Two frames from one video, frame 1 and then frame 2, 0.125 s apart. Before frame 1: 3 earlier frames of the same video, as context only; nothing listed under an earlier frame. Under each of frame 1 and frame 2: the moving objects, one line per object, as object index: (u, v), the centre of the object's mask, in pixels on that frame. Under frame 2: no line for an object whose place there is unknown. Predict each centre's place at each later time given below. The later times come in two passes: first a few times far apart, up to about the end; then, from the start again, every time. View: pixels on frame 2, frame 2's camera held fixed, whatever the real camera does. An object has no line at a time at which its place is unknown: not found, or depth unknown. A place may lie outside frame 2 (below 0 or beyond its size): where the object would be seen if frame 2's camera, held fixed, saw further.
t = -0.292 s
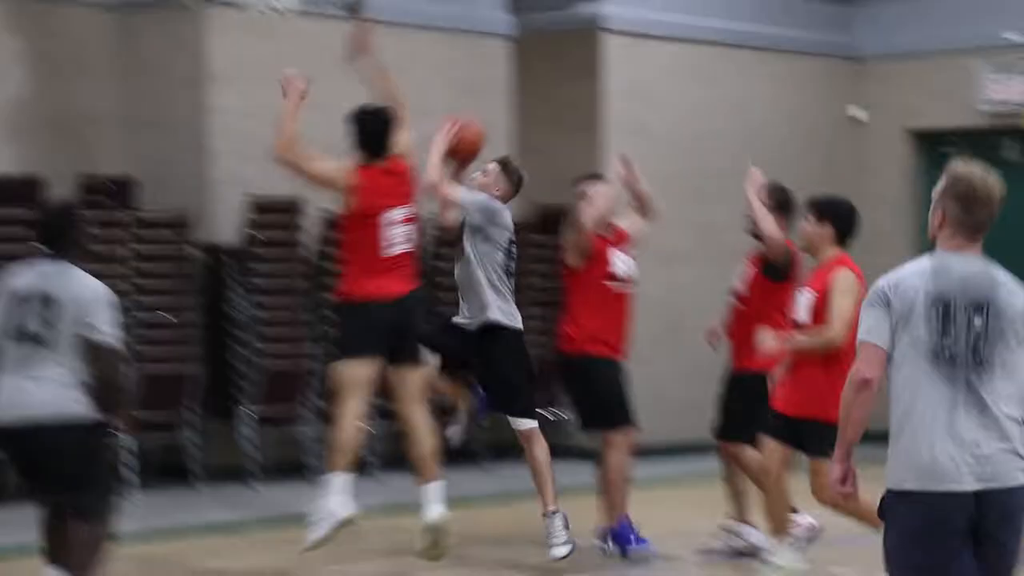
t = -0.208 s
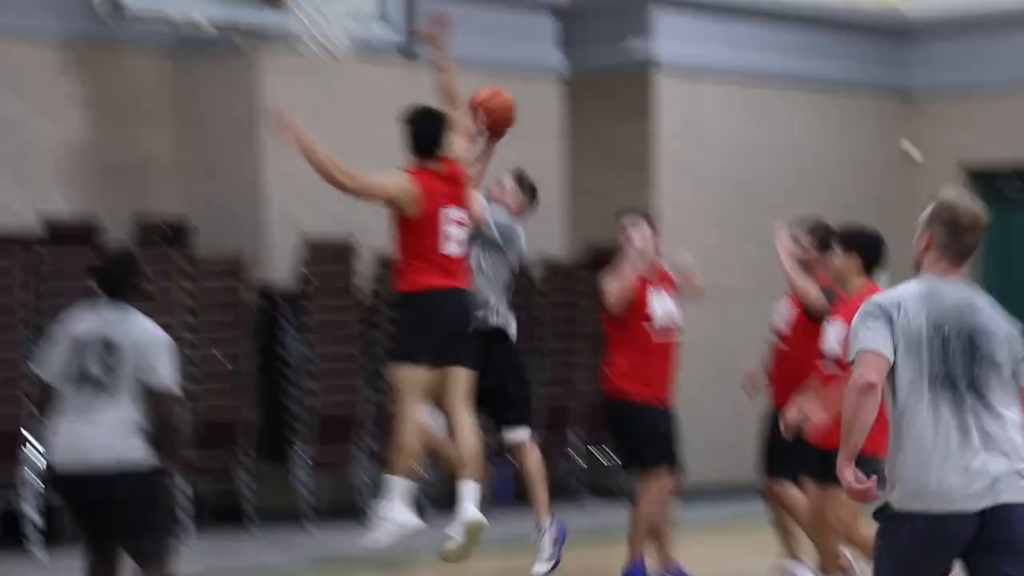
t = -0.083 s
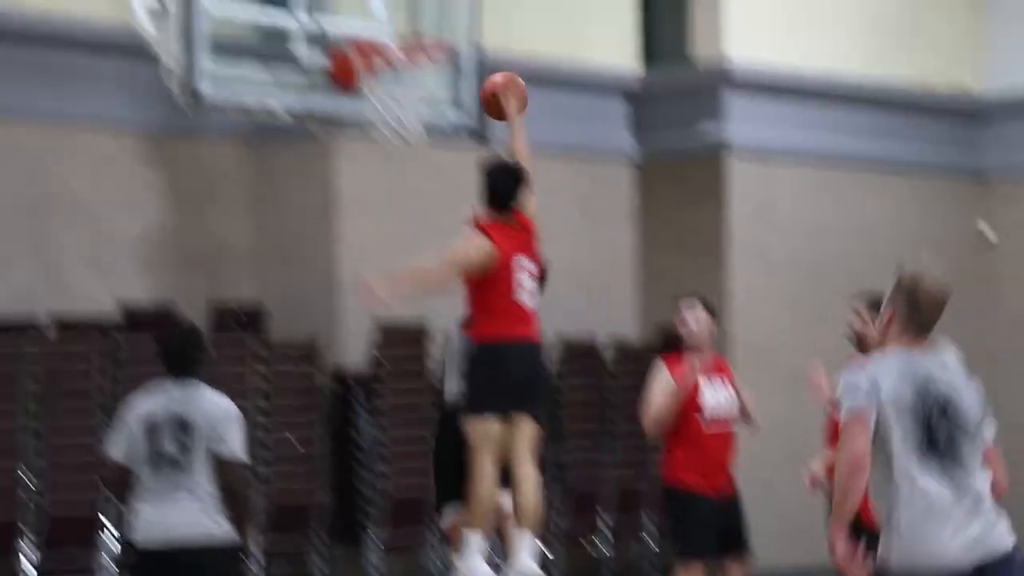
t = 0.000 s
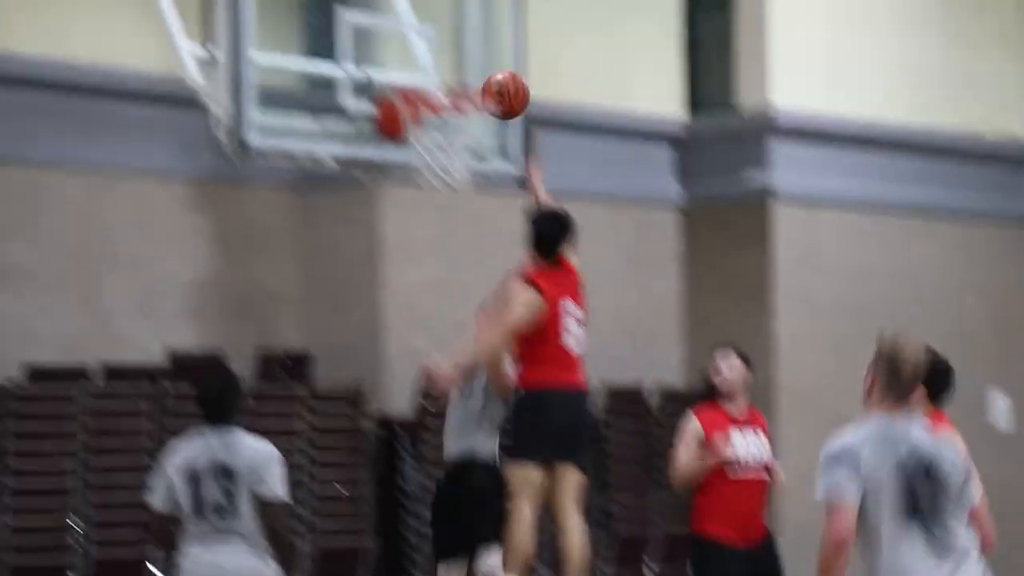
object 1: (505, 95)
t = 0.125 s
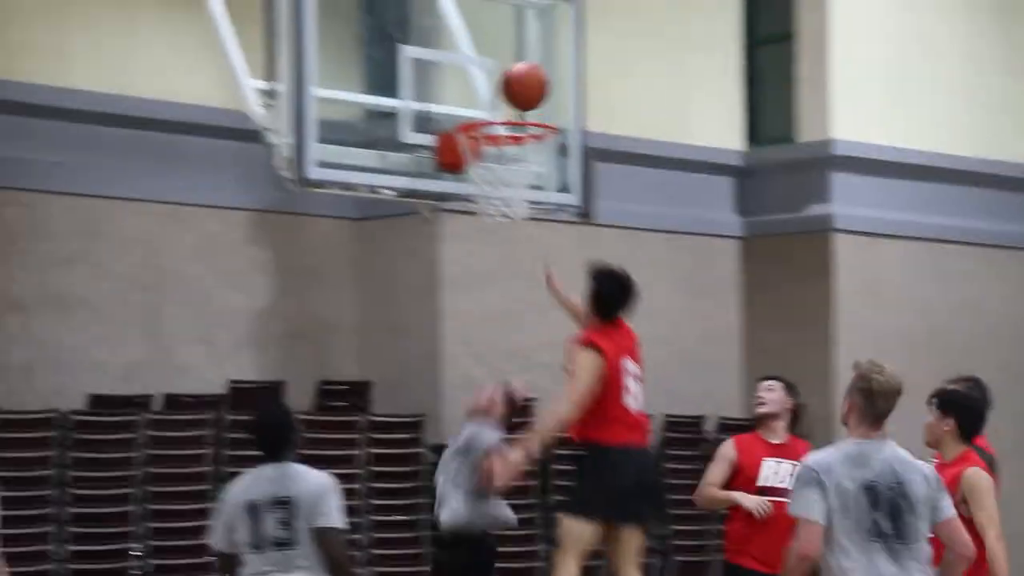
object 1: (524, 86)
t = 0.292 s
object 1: (518, 87)
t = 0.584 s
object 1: (496, 198)
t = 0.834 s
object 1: (483, 322)
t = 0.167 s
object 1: (523, 81)
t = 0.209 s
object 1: (522, 79)
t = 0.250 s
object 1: (520, 81)
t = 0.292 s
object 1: (518, 87)
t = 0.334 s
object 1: (517, 97)
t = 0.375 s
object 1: (517, 105)
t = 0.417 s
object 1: (514, 125)
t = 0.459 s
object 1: (510, 145)
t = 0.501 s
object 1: (504, 164)
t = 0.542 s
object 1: (501, 187)
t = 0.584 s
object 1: (496, 198)
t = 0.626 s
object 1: (493, 212)
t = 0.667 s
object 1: (491, 226)
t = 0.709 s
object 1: (489, 245)
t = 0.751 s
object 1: (487, 267)
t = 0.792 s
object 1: (485, 293)
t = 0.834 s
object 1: (483, 322)
